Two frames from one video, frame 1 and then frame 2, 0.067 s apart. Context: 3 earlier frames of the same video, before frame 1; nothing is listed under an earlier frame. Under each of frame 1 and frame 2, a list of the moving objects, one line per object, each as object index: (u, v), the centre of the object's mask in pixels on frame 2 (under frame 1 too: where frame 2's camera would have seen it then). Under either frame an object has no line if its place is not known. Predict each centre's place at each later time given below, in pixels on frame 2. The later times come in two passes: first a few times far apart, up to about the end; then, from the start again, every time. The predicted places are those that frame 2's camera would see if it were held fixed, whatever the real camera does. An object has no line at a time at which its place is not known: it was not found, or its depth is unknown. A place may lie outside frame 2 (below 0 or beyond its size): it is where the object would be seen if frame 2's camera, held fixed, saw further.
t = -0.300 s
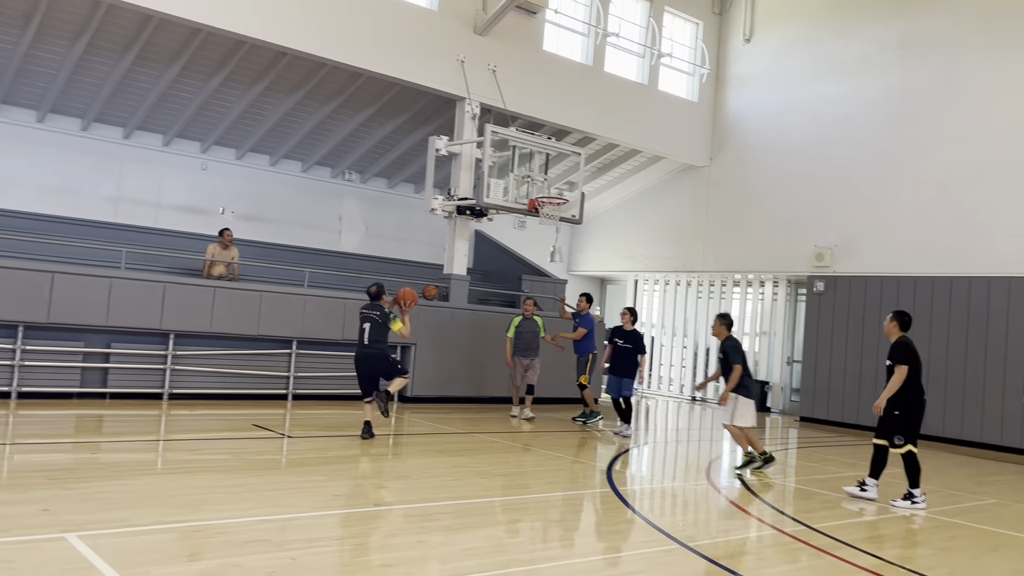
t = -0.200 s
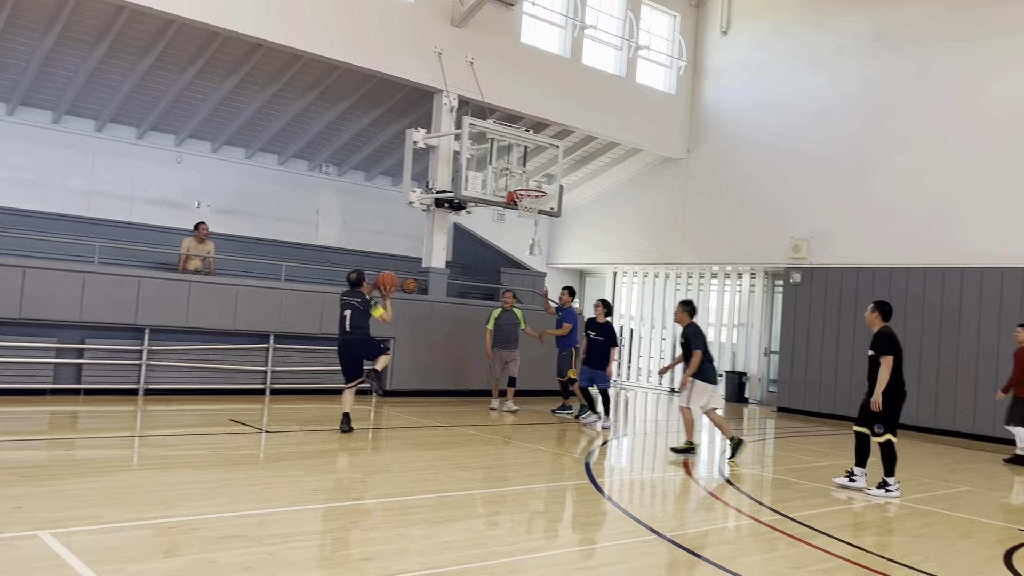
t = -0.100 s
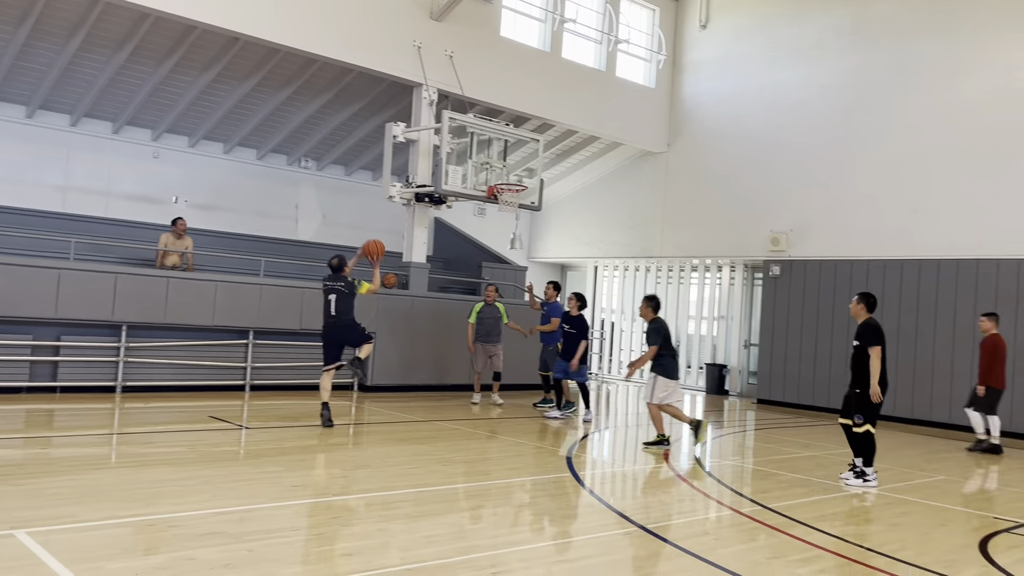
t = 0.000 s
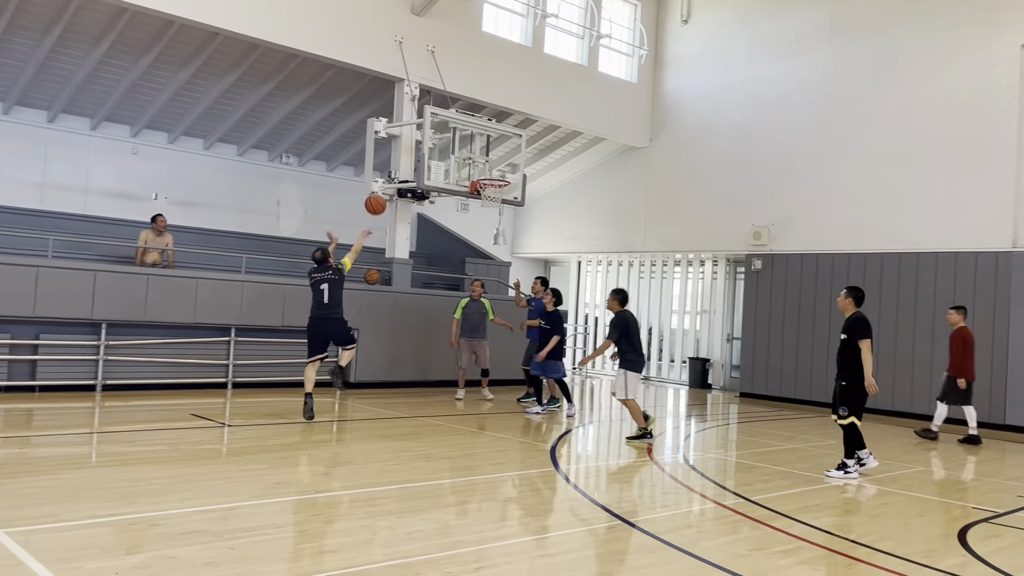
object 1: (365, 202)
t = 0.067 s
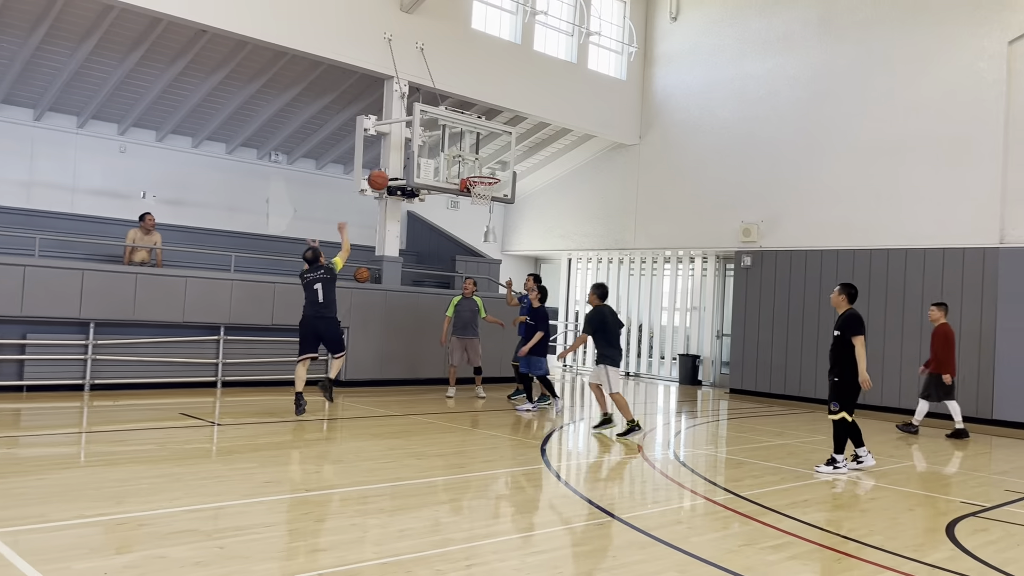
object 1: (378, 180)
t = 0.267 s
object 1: (410, 142)
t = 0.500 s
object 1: (441, 140)
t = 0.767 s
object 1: (487, 175)
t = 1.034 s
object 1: (476, 199)
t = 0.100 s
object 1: (384, 171)
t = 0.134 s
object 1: (390, 163)
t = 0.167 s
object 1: (395, 156)
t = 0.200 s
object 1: (400, 150)
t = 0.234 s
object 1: (405, 145)
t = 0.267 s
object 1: (410, 142)
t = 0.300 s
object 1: (415, 139)
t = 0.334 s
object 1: (420, 137)
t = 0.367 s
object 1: (424, 136)
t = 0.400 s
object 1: (429, 136)
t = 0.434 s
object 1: (433, 136)
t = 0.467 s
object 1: (437, 138)
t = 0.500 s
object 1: (441, 140)
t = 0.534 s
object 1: (445, 143)
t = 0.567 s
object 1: (451, 145)
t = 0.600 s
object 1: (457, 148)
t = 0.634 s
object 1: (463, 152)
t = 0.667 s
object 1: (469, 157)
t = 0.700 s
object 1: (475, 162)
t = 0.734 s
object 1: (481, 169)
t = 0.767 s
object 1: (487, 175)
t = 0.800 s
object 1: (485, 179)
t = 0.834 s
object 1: (483, 181)
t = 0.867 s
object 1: (480, 182)
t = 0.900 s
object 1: (478, 186)
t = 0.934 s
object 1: (476, 190)
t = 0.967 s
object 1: (476, 197)
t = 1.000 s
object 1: (476, 196)
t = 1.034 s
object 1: (476, 199)
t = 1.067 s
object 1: (476, 201)
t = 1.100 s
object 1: (476, 205)
